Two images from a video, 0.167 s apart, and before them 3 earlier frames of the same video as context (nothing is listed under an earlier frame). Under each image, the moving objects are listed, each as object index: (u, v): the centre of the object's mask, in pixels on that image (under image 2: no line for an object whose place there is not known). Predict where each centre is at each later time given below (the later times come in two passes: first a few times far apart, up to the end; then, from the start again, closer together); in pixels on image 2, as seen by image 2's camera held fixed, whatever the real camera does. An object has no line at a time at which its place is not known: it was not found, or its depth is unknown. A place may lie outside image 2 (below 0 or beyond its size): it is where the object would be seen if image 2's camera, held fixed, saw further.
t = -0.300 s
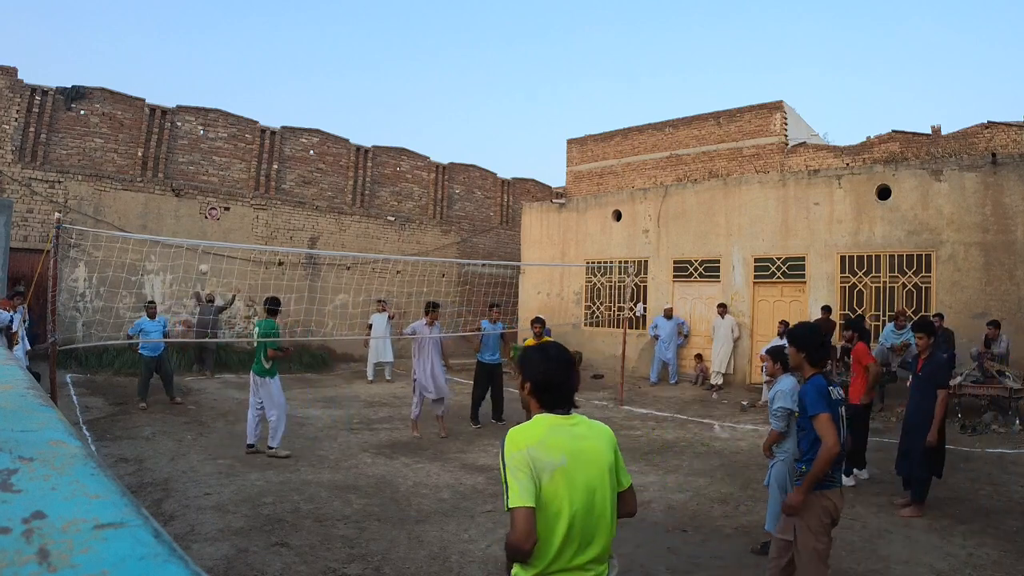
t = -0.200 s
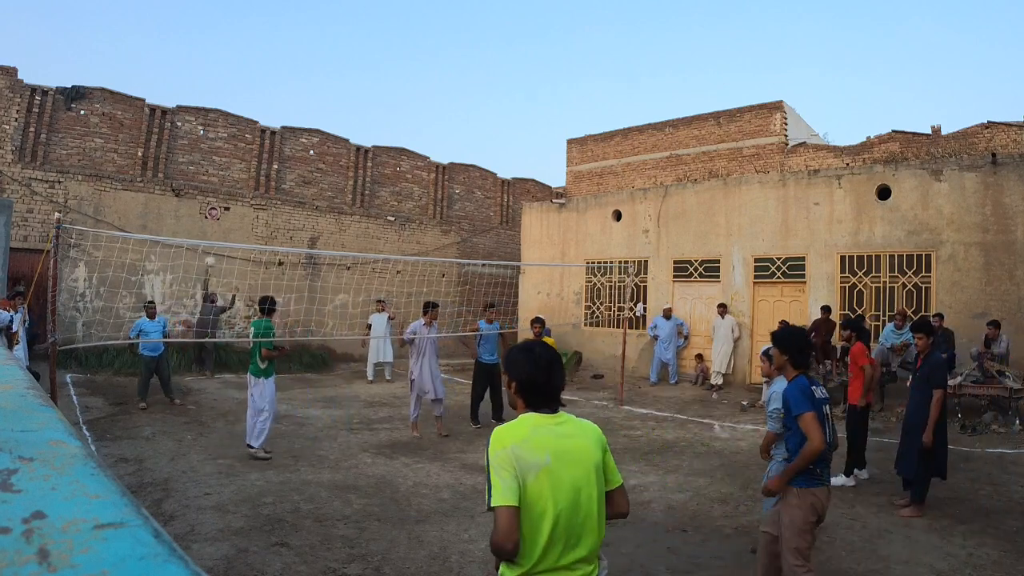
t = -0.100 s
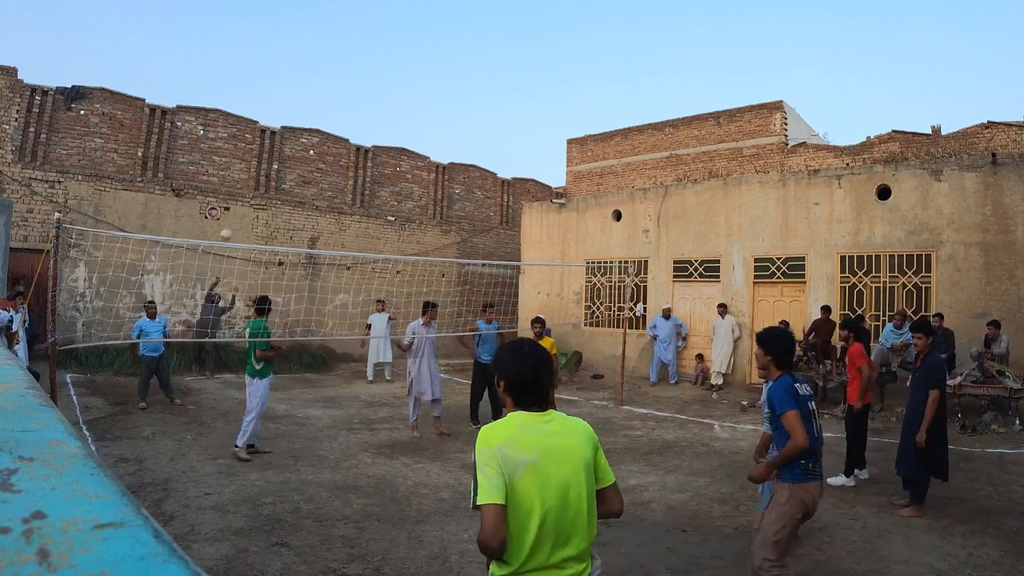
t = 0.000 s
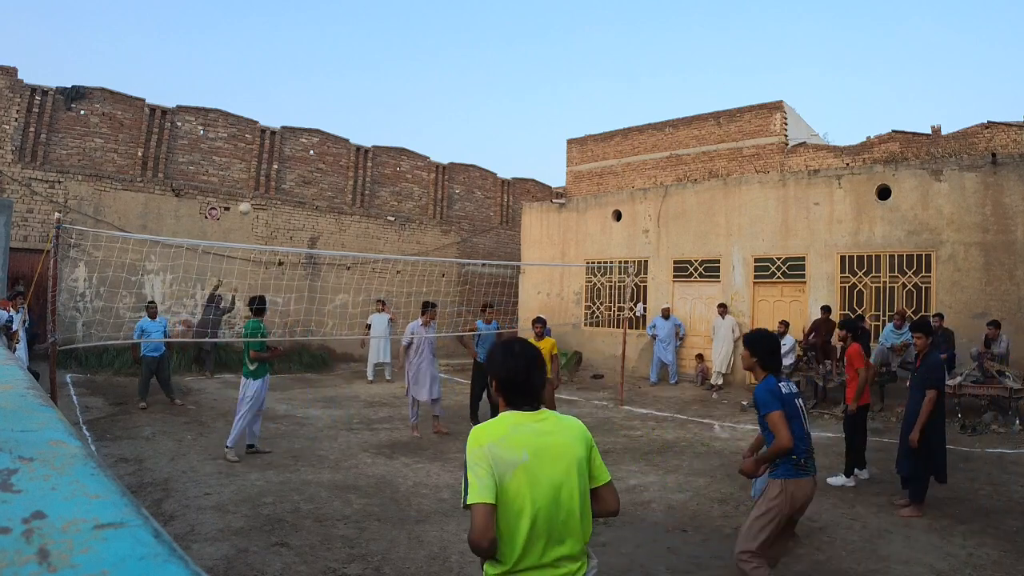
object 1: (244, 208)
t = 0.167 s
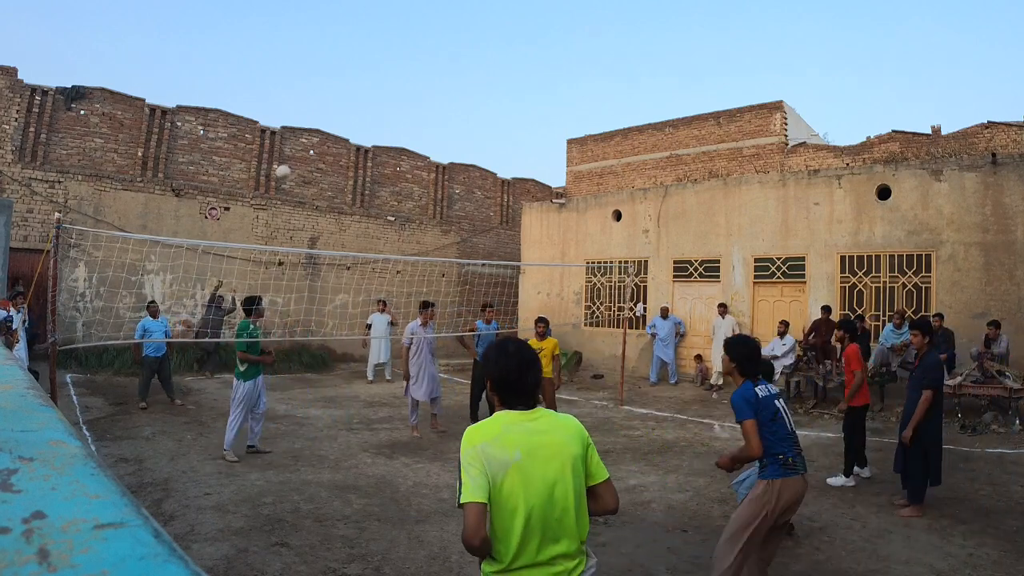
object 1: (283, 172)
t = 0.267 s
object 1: (309, 156)
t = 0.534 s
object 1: (403, 139)
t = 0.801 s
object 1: (563, 204)
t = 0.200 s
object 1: (291, 166)
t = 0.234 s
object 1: (300, 160)
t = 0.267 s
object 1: (309, 156)
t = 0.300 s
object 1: (319, 151)
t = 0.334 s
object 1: (329, 147)
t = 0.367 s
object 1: (340, 144)
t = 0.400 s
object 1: (351, 141)
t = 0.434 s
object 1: (363, 140)
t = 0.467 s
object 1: (376, 139)
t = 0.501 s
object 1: (389, 138)
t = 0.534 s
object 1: (403, 139)
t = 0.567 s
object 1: (418, 141)
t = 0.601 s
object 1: (435, 145)
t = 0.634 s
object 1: (452, 150)
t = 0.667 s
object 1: (471, 156)
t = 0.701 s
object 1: (492, 165)
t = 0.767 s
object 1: (537, 189)
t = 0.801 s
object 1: (563, 204)
